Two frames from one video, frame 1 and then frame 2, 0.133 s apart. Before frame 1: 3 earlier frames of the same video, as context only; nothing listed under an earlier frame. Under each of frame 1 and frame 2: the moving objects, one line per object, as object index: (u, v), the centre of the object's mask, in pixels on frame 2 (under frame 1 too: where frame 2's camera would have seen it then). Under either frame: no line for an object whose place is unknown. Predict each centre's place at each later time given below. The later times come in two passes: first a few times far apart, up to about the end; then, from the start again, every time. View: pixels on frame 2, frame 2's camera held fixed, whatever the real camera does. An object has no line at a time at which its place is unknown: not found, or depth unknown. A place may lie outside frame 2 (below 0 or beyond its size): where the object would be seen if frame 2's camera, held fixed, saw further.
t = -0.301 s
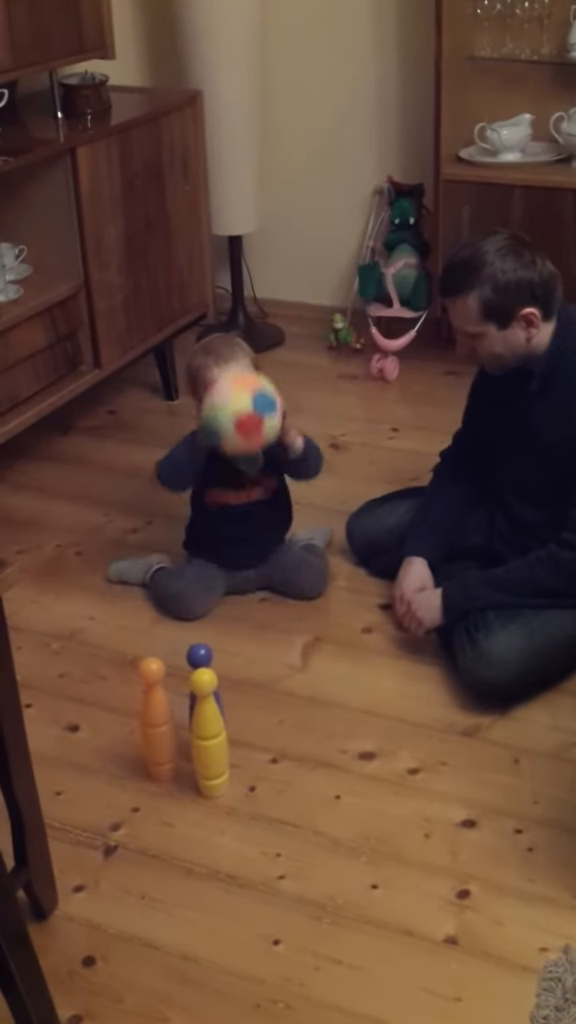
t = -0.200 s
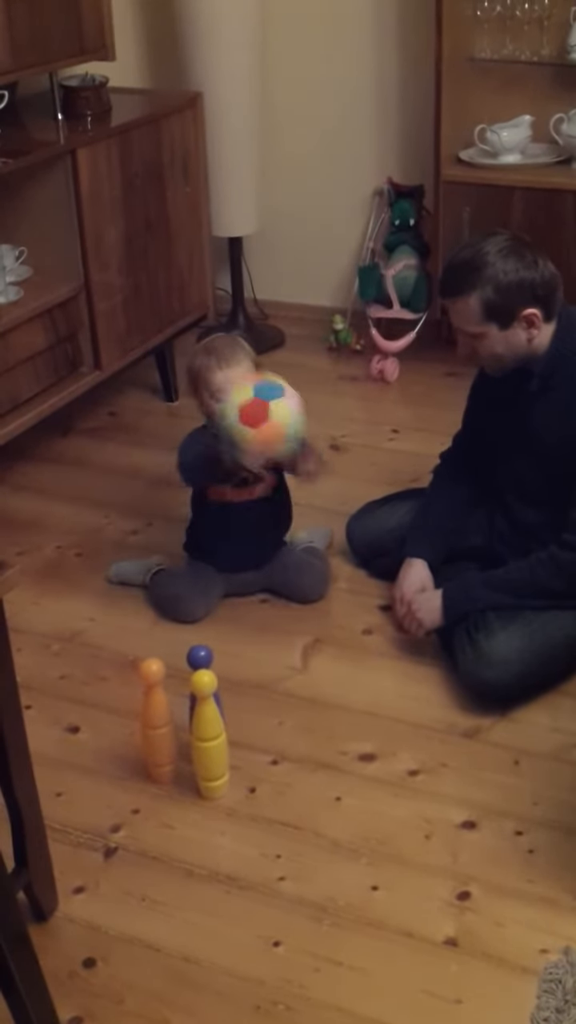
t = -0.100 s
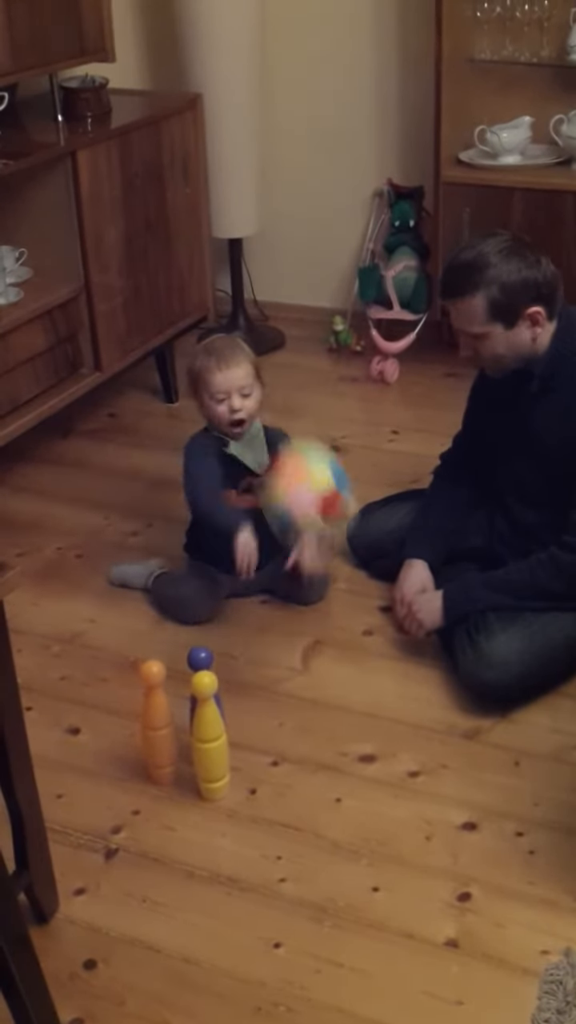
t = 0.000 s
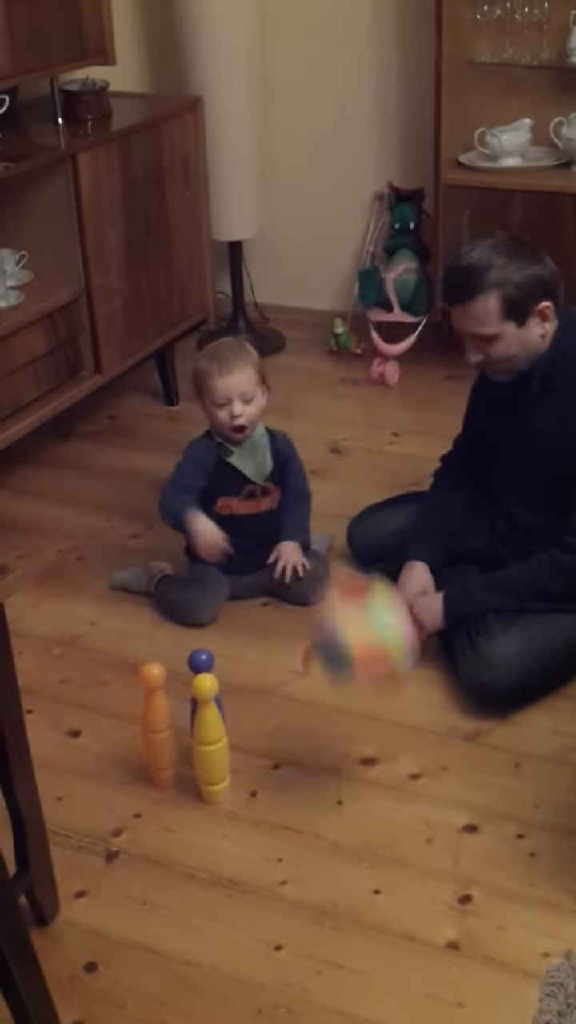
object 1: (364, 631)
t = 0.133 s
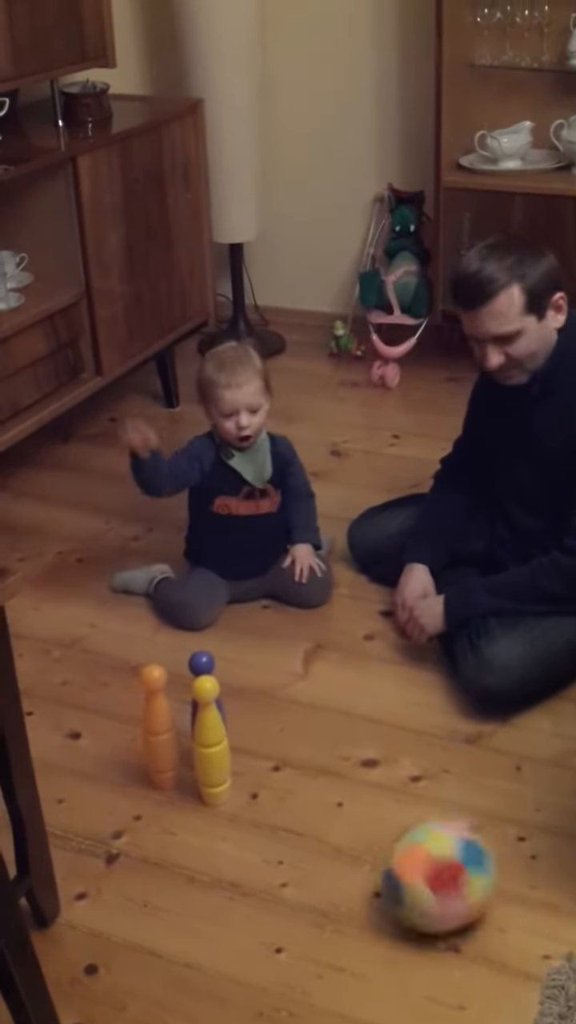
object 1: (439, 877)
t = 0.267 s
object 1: (464, 857)
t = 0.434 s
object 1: (498, 964)
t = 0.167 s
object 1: (445, 865)
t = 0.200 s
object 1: (452, 858)
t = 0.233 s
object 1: (457, 855)
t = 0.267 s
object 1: (464, 857)
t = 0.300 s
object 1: (470, 869)
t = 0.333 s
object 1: (475, 880)
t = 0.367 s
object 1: (482, 899)
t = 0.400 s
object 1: (490, 927)
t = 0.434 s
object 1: (498, 964)
